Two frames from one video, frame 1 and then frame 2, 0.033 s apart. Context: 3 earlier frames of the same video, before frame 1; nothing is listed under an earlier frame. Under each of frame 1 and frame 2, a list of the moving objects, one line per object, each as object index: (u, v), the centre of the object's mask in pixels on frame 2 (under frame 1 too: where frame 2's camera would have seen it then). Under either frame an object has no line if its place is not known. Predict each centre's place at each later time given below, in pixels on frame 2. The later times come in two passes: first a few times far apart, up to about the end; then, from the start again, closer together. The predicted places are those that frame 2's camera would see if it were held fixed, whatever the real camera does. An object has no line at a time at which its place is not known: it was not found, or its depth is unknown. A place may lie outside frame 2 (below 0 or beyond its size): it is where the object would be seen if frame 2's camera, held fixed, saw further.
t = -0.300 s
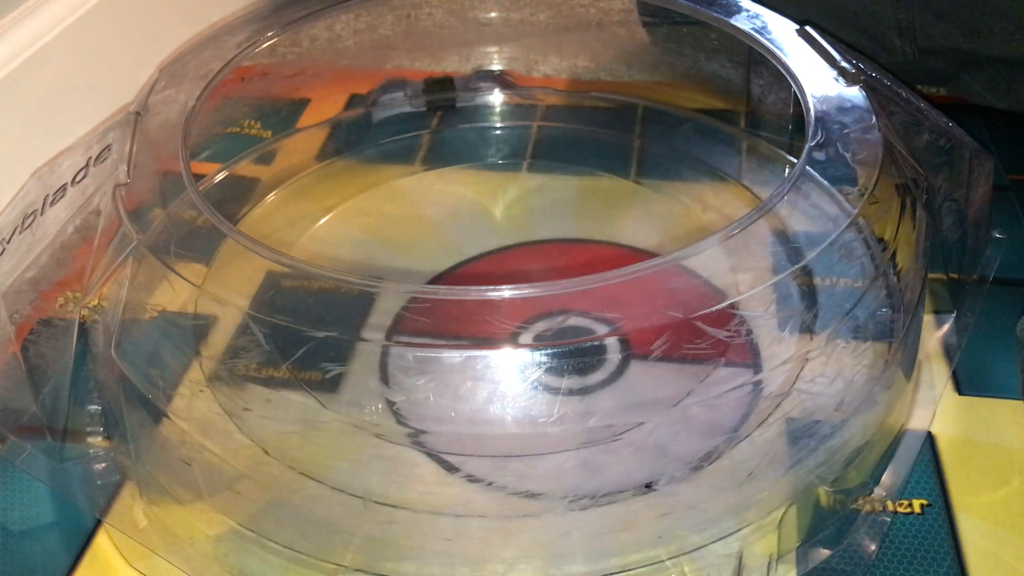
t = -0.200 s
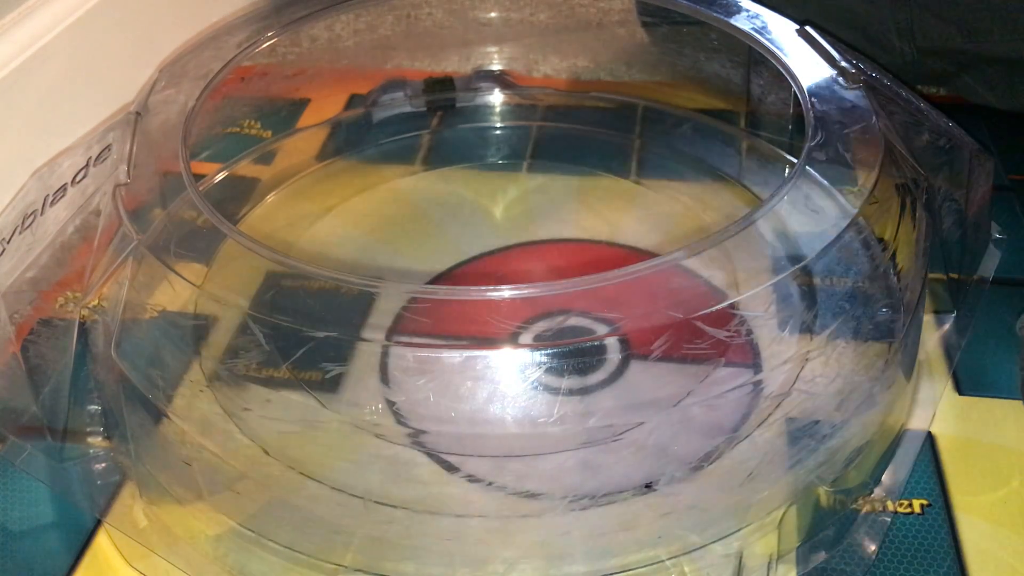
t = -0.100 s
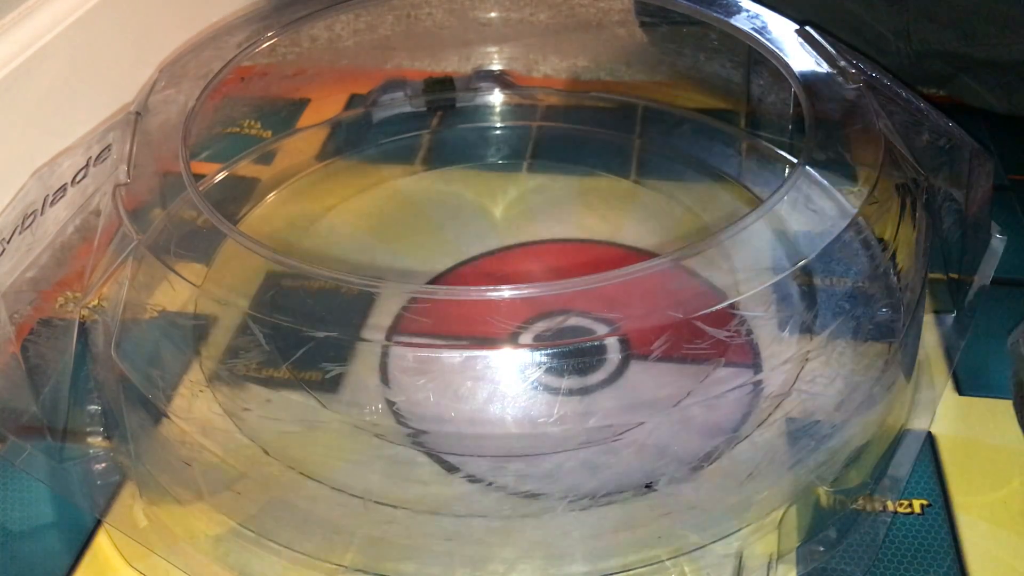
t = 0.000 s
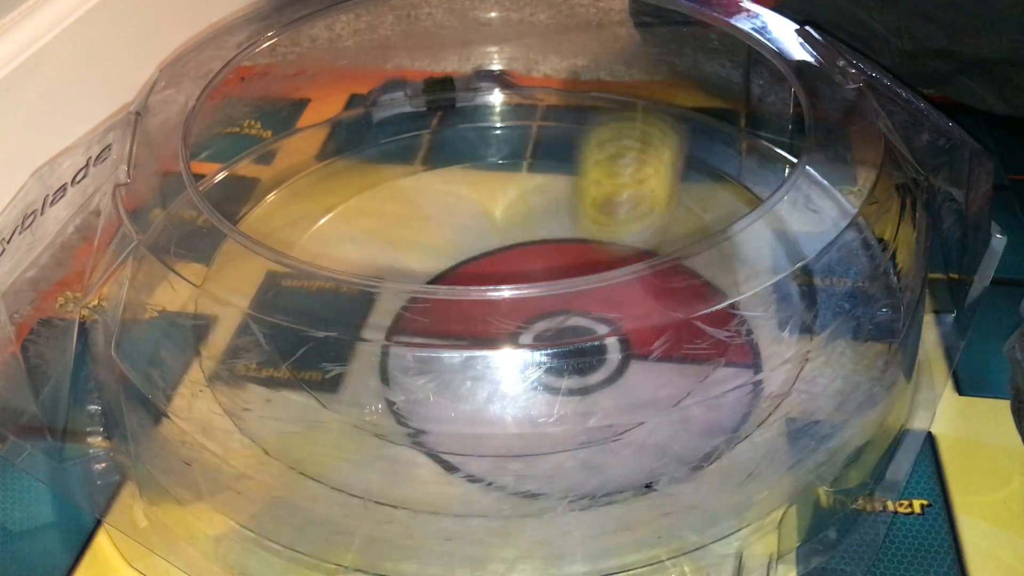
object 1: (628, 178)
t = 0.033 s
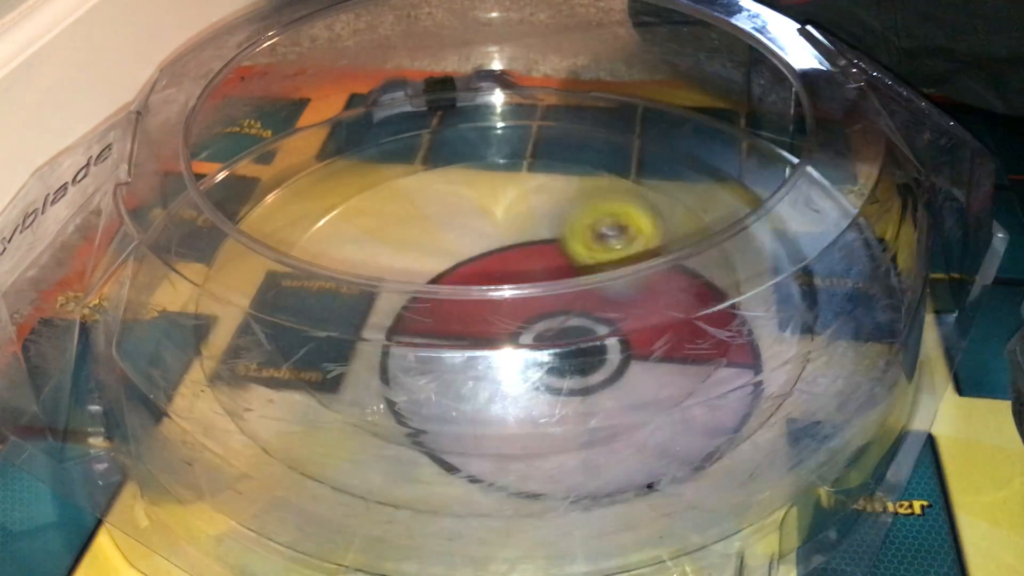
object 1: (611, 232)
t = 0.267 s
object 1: (433, 250)
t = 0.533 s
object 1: (473, 363)
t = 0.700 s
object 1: (651, 331)
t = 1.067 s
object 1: (444, 207)
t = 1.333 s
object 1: (285, 336)
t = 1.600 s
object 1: (367, 432)
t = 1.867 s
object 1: (475, 416)
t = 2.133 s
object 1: (615, 251)
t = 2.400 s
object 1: (419, 125)
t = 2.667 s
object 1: (281, 170)
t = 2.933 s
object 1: (267, 227)
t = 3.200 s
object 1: (481, 325)
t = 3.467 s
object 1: (688, 184)
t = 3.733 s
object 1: (586, 100)
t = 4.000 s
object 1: (495, 111)
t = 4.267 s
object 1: (397, 204)
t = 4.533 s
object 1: (389, 364)
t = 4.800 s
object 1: (243, 386)
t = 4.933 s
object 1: (179, 360)
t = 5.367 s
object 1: (170, 218)
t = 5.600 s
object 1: (276, 209)
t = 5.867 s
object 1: (490, 293)
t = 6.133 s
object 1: (666, 211)
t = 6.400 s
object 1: (621, 176)
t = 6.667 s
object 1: (464, 278)
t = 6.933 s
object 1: (482, 372)
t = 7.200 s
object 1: (556, 338)
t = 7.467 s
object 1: (474, 235)
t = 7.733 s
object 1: (440, 149)
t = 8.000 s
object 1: (470, 160)
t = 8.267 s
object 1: (516, 231)
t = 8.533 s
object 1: (503, 255)
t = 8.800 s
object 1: (504, 303)
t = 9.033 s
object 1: (528, 281)
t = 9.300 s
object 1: (460, 279)
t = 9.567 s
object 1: (482, 286)
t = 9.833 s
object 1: (574, 292)
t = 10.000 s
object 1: (564, 263)
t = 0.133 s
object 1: (539, 218)
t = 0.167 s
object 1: (514, 234)
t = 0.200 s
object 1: (485, 236)
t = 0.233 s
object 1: (456, 242)
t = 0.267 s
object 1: (433, 250)
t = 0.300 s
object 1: (417, 256)
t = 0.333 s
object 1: (405, 278)
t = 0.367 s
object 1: (397, 296)
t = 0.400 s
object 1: (397, 309)
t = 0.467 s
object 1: (420, 343)
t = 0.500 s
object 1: (445, 353)
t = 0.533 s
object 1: (473, 363)
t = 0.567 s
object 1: (514, 371)
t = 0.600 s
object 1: (560, 367)
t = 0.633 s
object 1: (591, 361)
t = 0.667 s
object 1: (625, 348)
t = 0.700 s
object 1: (651, 331)
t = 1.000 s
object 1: (526, 204)
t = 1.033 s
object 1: (483, 203)
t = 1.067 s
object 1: (444, 207)
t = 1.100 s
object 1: (403, 213)
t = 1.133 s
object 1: (369, 221)
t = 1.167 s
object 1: (337, 230)
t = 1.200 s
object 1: (313, 250)
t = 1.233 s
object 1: (295, 266)
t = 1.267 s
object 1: (278, 299)
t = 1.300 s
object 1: (279, 318)
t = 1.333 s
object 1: (285, 336)
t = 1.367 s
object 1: (289, 360)
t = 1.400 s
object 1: (290, 381)
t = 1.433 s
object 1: (294, 399)
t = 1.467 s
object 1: (299, 413)
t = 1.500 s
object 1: (316, 421)
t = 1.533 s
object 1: (334, 427)
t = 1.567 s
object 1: (352, 430)
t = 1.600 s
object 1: (367, 432)
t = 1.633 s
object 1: (383, 432)
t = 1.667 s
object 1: (397, 433)
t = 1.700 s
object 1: (411, 434)
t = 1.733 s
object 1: (424, 432)
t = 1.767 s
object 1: (438, 428)
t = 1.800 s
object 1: (451, 426)
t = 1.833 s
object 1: (463, 421)
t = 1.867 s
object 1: (475, 416)
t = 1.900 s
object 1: (494, 405)
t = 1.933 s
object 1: (509, 398)
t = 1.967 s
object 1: (531, 381)
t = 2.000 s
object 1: (560, 367)
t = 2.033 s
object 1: (580, 349)
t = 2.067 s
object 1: (601, 328)
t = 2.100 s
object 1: (615, 300)
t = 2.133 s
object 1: (615, 251)
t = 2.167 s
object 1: (616, 235)
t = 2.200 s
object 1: (602, 212)
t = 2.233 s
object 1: (582, 184)
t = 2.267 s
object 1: (557, 166)
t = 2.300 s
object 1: (527, 148)
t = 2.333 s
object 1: (489, 136)
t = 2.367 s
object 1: (454, 128)
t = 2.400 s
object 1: (419, 125)
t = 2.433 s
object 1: (390, 125)
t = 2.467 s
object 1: (364, 122)
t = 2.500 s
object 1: (344, 121)
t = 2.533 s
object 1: (328, 129)
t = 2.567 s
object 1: (315, 142)
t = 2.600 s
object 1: (302, 154)
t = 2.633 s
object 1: (291, 163)
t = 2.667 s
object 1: (281, 170)
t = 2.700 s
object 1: (272, 178)
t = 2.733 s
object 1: (266, 185)
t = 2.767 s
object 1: (261, 191)
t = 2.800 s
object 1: (260, 196)
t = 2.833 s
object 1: (262, 200)
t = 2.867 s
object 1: (264, 205)
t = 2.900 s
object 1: (263, 219)
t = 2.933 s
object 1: (267, 227)
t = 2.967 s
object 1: (272, 234)
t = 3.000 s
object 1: (281, 247)
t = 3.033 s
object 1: (299, 261)
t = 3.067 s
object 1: (322, 283)
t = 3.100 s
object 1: (347, 300)
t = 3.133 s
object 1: (385, 326)
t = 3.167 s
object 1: (434, 324)
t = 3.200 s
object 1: (481, 325)
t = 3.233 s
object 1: (543, 338)
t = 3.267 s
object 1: (584, 331)
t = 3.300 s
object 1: (622, 317)
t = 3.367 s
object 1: (675, 260)
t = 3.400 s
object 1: (682, 221)
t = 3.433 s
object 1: (691, 204)
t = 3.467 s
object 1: (688, 184)
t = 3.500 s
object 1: (673, 160)
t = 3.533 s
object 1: (654, 145)
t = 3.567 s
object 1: (639, 133)
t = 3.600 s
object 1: (626, 122)
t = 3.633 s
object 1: (615, 114)
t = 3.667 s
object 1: (606, 107)
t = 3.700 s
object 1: (596, 102)
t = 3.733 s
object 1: (586, 100)
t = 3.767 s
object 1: (571, 102)
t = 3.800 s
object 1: (559, 101)
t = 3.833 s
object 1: (546, 102)
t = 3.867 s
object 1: (538, 102)
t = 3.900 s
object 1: (525, 103)
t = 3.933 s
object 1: (515, 105)
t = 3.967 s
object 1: (504, 107)
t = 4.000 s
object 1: (495, 111)
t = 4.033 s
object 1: (486, 115)
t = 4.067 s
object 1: (479, 119)
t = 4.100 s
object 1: (469, 125)
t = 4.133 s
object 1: (457, 134)
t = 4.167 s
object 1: (445, 147)
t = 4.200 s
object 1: (430, 164)
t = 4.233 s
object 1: (413, 183)
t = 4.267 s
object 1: (397, 204)
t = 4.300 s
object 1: (387, 228)
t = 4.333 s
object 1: (381, 244)
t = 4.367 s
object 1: (385, 281)
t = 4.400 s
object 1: (394, 307)
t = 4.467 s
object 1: (441, 343)
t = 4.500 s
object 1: (421, 356)
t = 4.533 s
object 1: (389, 364)
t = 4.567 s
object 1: (366, 370)
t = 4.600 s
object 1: (349, 377)
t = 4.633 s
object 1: (336, 385)
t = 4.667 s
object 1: (316, 390)
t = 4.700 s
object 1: (287, 395)
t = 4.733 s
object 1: (266, 394)
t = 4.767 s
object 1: (254, 389)
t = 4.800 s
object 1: (243, 386)
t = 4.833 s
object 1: (230, 383)
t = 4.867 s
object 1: (216, 378)
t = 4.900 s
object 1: (197, 369)
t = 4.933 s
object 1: (179, 360)
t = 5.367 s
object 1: (170, 218)
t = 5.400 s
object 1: (183, 216)
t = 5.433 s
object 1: (194, 216)
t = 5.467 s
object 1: (208, 214)
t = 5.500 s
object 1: (223, 218)
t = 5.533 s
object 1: (240, 216)
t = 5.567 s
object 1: (264, 206)
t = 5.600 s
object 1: (276, 209)
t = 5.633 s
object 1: (292, 210)
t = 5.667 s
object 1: (314, 217)
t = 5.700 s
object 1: (339, 229)
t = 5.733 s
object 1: (365, 242)
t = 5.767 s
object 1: (397, 252)
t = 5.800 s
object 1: (425, 275)
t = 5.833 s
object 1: (458, 285)
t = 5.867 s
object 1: (490, 293)
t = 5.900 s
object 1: (522, 292)
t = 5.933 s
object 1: (553, 285)
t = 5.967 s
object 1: (579, 277)
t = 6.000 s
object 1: (603, 268)
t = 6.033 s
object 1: (621, 242)
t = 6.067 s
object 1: (640, 232)
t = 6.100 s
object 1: (654, 221)
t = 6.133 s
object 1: (666, 211)
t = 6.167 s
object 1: (672, 202)
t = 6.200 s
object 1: (675, 193)
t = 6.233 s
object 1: (674, 185)
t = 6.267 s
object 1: (669, 179)
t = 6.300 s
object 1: (661, 174)
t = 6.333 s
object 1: (650, 173)
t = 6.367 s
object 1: (638, 173)
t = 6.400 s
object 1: (621, 176)
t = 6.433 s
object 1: (603, 183)
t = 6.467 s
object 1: (583, 192)
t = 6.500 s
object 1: (562, 204)
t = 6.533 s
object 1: (540, 217)
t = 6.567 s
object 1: (519, 231)
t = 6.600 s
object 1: (497, 244)
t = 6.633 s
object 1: (478, 254)
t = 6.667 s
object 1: (464, 278)
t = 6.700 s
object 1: (452, 296)
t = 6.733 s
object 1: (446, 310)
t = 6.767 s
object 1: (441, 332)
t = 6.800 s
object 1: (447, 340)
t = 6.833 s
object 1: (453, 346)
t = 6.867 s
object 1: (461, 357)
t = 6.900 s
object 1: (473, 365)
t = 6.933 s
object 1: (482, 372)
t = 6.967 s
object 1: (492, 375)
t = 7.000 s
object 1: (505, 376)
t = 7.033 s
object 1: (517, 375)
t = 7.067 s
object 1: (529, 372)
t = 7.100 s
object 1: (540, 366)
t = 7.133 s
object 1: (553, 354)
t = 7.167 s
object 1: (554, 345)
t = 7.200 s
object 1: (556, 338)
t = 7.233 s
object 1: (557, 328)
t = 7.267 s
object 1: (552, 311)
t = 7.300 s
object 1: (544, 297)
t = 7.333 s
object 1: (536, 283)
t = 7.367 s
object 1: (524, 267)
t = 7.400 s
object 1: (508, 249)
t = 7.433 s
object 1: (491, 242)
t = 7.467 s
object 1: (474, 235)
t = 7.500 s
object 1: (456, 225)
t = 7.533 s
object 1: (439, 219)
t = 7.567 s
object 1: (422, 215)
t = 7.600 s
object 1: (422, 198)
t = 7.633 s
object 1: (427, 182)
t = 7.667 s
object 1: (432, 169)
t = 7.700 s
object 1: (436, 158)
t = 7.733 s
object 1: (440, 149)
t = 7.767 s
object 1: (443, 141)
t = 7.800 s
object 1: (446, 137)
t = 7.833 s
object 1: (449, 135)
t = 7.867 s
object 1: (452, 134)
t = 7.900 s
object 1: (456, 137)
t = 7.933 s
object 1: (458, 143)
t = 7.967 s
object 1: (463, 151)
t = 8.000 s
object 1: (470, 160)
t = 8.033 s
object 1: (478, 170)
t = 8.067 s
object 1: (489, 180)
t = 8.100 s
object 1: (499, 192)
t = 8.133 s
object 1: (507, 203)
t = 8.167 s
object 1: (516, 219)
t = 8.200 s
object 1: (525, 229)
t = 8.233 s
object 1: (524, 230)
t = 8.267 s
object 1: (516, 231)
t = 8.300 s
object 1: (511, 231)
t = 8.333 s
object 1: (507, 233)
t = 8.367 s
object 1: (504, 237)
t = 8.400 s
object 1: (505, 241)
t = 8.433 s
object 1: (506, 244)
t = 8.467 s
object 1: (510, 250)
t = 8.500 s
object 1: (513, 253)
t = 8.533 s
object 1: (503, 255)
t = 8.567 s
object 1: (496, 267)
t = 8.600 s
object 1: (491, 274)
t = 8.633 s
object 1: (489, 280)
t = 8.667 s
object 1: (488, 287)
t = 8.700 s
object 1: (492, 298)
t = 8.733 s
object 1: (492, 298)
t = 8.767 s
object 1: (497, 301)
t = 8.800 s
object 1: (504, 303)
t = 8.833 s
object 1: (510, 304)
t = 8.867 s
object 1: (518, 303)
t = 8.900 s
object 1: (523, 301)
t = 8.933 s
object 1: (527, 298)
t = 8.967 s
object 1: (529, 296)
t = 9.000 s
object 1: (530, 284)
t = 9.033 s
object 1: (528, 281)
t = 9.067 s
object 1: (524, 276)
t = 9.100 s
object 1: (516, 272)
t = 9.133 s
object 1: (504, 271)
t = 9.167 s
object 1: (493, 271)
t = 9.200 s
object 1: (483, 272)
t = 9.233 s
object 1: (474, 273)
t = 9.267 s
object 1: (466, 276)
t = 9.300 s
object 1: (460, 279)
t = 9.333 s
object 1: (456, 282)
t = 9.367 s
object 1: (455, 286)
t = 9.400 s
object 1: (456, 286)
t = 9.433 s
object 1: (460, 297)
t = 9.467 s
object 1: (464, 298)
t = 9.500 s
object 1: (471, 296)
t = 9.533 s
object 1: (476, 298)
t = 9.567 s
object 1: (482, 286)
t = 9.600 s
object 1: (489, 286)
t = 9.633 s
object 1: (499, 287)
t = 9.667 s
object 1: (514, 297)
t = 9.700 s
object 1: (527, 301)
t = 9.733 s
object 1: (540, 302)
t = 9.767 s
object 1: (553, 302)
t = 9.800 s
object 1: (565, 298)
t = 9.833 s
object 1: (574, 292)
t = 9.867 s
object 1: (580, 287)
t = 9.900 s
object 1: (581, 279)
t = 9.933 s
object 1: (579, 273)
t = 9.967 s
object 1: (573, 265)
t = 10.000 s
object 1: (564, 263)
